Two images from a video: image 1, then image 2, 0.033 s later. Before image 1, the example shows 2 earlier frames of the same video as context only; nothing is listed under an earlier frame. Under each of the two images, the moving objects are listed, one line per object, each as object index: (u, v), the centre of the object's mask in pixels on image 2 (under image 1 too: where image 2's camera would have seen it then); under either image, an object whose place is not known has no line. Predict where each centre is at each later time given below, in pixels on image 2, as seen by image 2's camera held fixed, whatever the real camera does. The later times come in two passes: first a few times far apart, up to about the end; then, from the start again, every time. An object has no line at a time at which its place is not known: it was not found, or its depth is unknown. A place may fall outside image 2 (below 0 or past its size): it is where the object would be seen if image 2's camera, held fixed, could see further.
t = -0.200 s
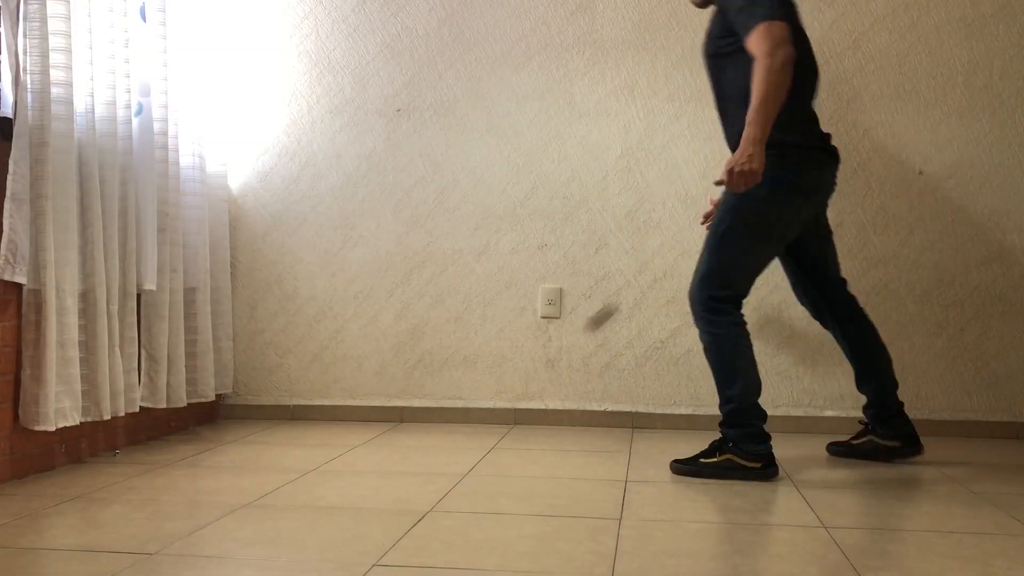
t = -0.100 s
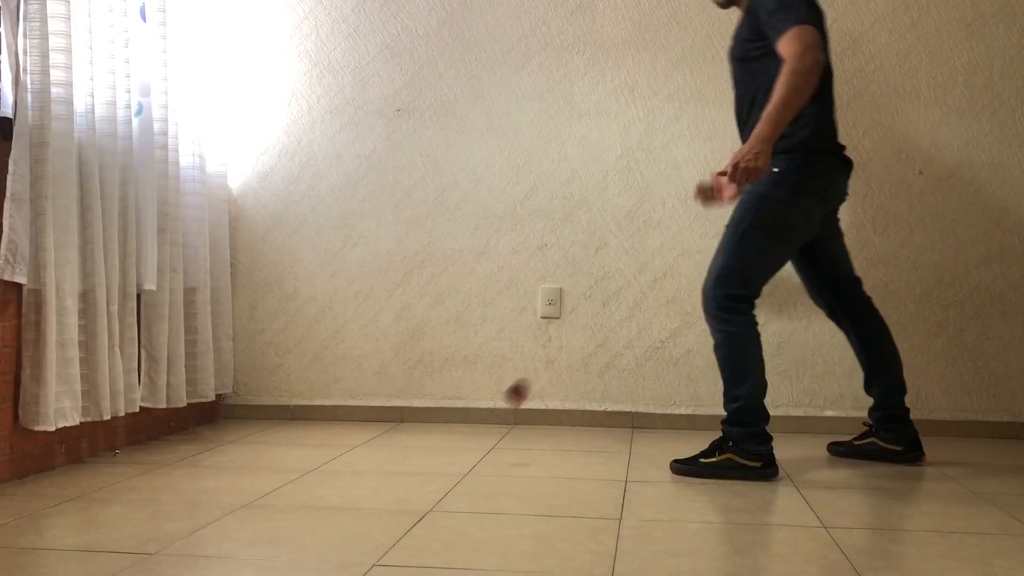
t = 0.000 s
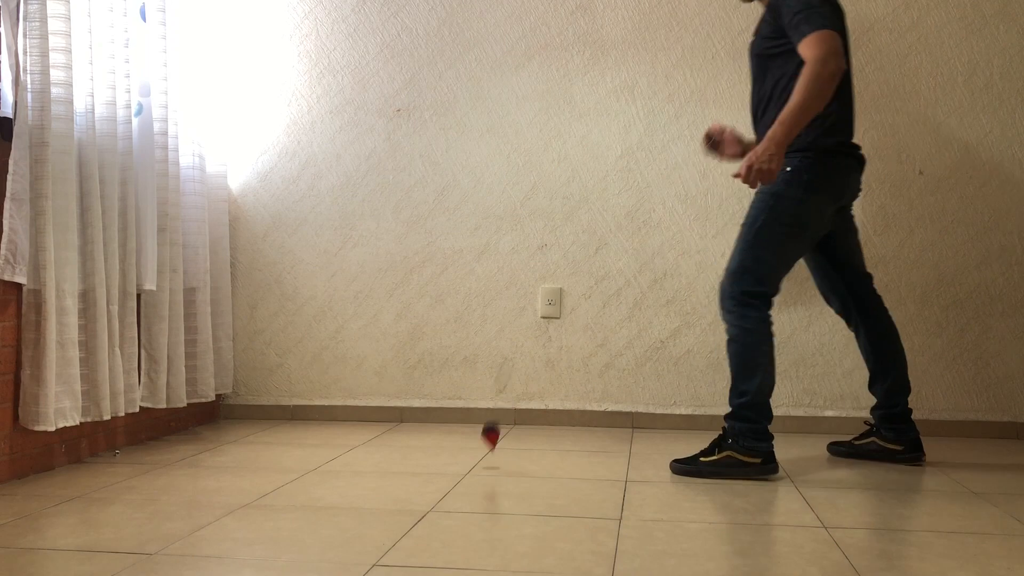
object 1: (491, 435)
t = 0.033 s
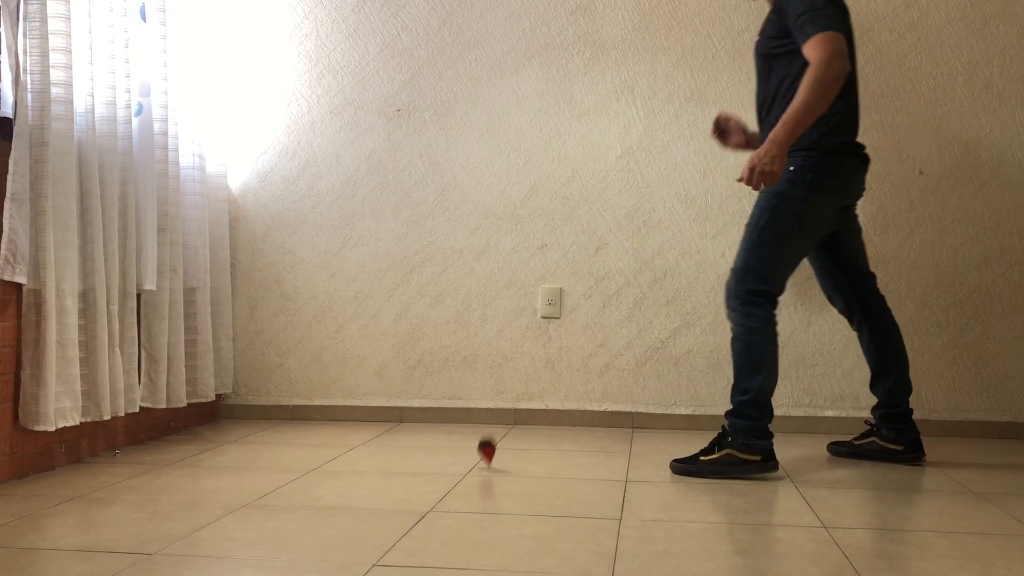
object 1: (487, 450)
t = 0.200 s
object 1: (460, 441)
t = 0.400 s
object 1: (419, 449)
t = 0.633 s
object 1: (377, 452)
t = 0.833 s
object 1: (355, 453)
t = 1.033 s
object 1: (342, 453)
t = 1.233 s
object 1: (331, 454)
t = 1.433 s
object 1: (323, 455)
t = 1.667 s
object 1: (318, 454)
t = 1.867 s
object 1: (318, 454)
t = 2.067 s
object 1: (318, 454)
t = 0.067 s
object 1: (482, 445)
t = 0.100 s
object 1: (476, 438)
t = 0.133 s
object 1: (471, 435)
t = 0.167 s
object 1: (466, 436)
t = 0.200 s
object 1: (460, 441)
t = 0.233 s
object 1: (455, 449)
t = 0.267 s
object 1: (448, 447)
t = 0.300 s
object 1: (441, 444)
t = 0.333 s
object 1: (434, 444)
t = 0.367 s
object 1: (426, 449)
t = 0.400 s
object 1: (419, 449)
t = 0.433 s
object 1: (412, 449)
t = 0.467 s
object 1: (405, 451)
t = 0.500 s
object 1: (399, 451)
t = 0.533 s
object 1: (393, 450)
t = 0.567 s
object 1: (388, 451)
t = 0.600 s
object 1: (382, 452)
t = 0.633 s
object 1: (377, 452)
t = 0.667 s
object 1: (372, 452)
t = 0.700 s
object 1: (368, 452)
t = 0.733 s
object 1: (365, 452)
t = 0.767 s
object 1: (361, 453)
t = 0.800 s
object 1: (358, 453)
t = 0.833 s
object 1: (355, 453)
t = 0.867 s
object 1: (352, 453)
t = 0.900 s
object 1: (349, 453)
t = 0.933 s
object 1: (347, 453)
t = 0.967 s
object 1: (346, 453)
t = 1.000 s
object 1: (344, 453)
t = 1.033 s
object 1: (342, 453)
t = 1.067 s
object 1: (340, 453)
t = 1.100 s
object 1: (339, 454)
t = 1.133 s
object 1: (337, 454)
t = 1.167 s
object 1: (335, 454)
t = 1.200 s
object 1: (333, 454)
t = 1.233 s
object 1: (331, 454)
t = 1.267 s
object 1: (329, 454)
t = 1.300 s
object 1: (328, 454)
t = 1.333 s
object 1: (326, 455)
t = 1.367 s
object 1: (325, 455)
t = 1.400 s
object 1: (324, 455)
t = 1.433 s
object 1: (323, 455)
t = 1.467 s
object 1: (322, 455)
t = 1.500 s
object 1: (321, 455)
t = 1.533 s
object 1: (320, 455)
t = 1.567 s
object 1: (319, 454)
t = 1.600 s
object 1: (318, 455)
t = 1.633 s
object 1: (318, 455)
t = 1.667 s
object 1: (318, 454)
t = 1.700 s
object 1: (317, 455)
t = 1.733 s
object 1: (317, 455)
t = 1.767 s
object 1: (318, 454)
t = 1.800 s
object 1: (318, 454)
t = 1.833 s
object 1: (318, 454)
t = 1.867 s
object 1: (318, 454)
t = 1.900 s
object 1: (319, 454)
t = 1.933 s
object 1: (320, 454)
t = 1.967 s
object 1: (320, 454)
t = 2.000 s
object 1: (320, 454)
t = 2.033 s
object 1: (319, 454)
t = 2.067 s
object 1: (318, 454)
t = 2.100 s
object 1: (317, 454)
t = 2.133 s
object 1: (317, 454)
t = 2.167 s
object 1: (318, 454)
